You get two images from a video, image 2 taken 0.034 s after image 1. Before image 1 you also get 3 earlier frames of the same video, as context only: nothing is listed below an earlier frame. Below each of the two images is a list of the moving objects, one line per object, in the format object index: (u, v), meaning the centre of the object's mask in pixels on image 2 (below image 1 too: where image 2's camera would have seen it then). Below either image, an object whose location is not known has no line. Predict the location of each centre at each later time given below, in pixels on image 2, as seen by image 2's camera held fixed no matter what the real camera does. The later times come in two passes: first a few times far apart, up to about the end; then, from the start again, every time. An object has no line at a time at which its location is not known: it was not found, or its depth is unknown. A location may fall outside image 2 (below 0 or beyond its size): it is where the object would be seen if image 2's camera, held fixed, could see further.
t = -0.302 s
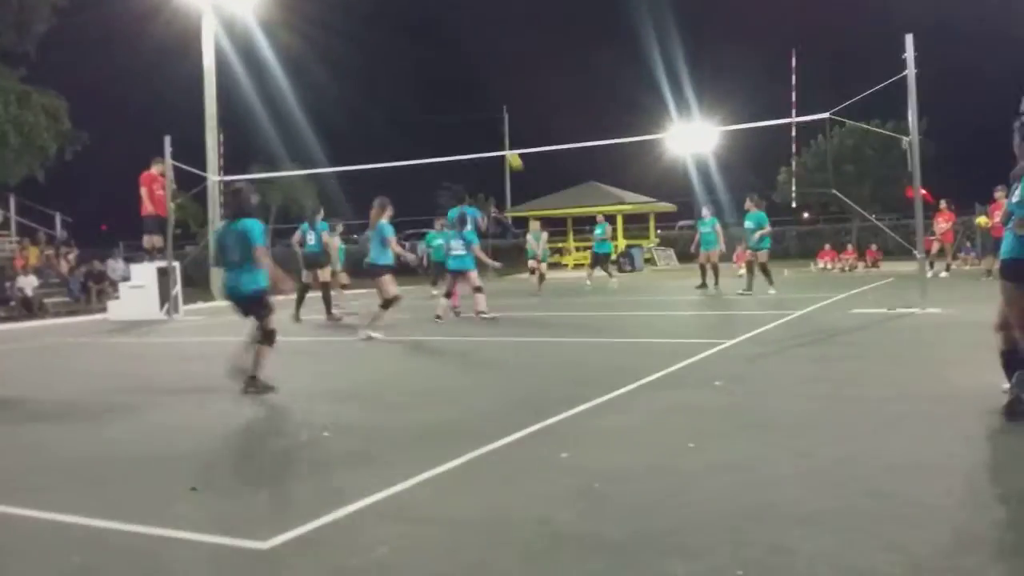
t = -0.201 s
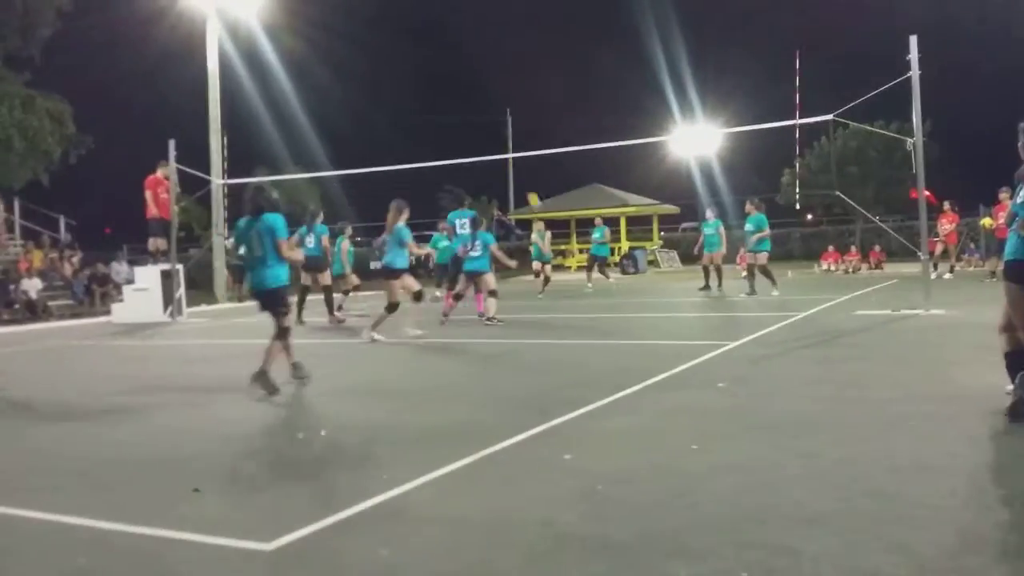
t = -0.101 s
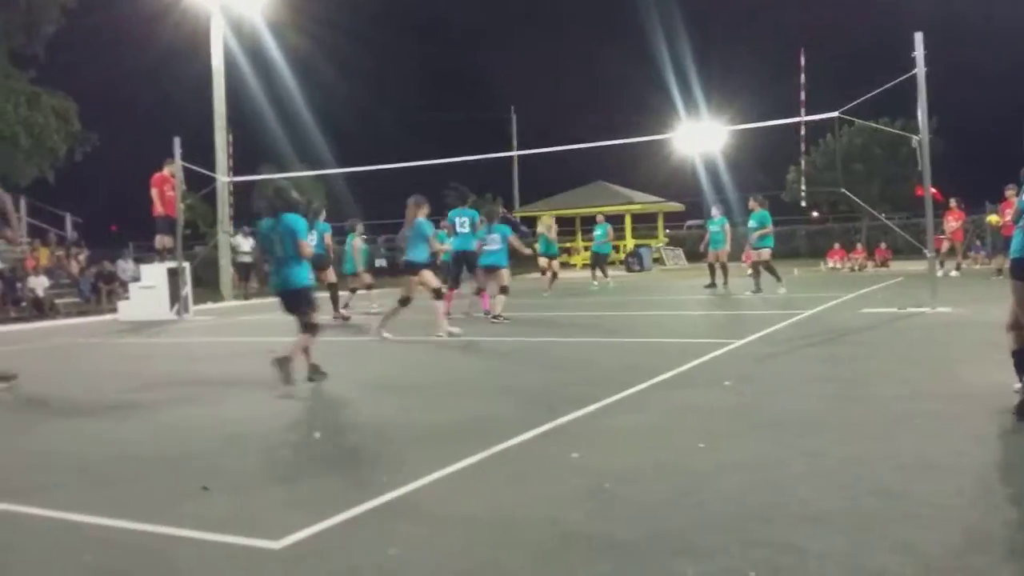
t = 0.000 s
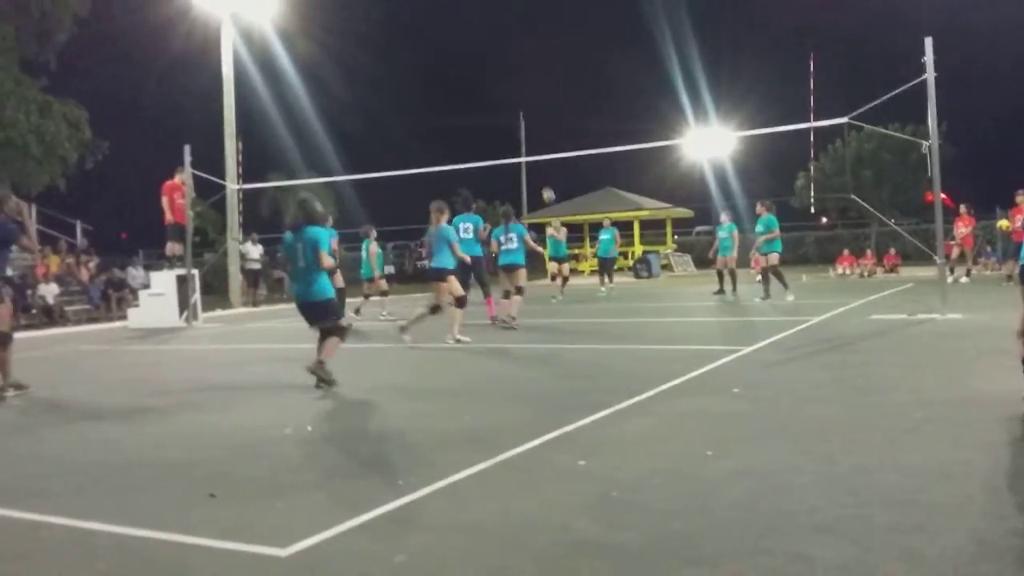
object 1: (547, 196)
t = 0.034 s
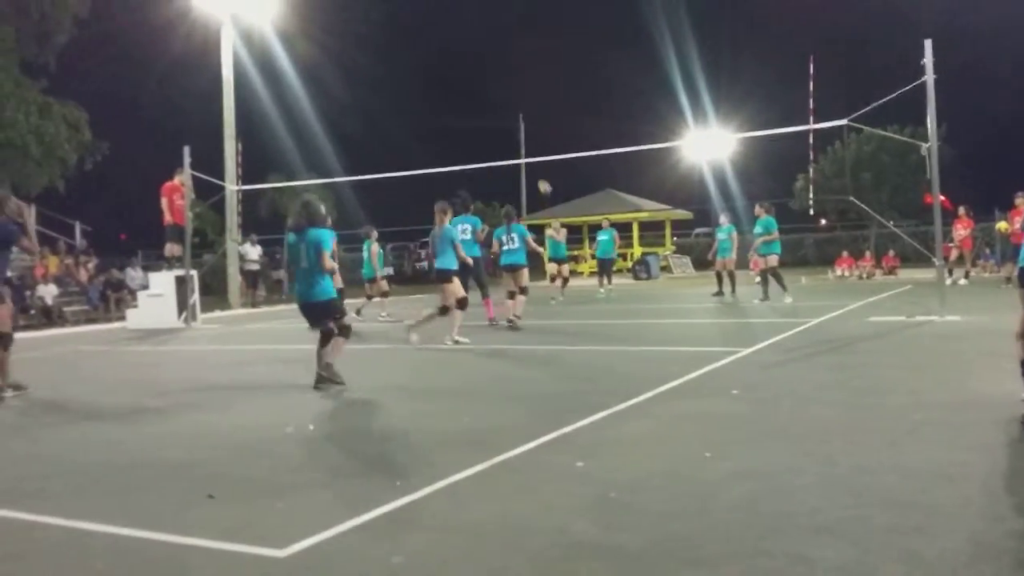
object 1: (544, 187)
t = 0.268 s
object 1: (523, 132)
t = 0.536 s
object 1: (501, 103)
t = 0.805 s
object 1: (479, 113)
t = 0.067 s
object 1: (541, 178)
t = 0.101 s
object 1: (538, 169)
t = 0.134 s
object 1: (535, 160)
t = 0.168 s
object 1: (531, 151)
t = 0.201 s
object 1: (529, 146)
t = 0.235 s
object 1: (526, 138)
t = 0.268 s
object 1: (523, 132)
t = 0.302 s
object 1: (521, 126)
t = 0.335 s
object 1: (518, 121)
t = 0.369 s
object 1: (515, 117)
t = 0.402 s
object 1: (512, 113)
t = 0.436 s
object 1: (510, 109)
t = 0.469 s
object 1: (506, 107)
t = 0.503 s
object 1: (504, 105)
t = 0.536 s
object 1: (501, 103)
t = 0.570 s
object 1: (498, 103)
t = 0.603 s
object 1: (495, 102)
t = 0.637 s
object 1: (493, 103)
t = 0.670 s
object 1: (490, 103)
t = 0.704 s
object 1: (487, 105)
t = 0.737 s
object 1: (484, 107)
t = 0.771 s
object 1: (482, 110)
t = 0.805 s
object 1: (479, 113)
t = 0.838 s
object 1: (477, 117)
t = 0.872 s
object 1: (474, 122)
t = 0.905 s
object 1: (471, 128)
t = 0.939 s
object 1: (469, 133)
